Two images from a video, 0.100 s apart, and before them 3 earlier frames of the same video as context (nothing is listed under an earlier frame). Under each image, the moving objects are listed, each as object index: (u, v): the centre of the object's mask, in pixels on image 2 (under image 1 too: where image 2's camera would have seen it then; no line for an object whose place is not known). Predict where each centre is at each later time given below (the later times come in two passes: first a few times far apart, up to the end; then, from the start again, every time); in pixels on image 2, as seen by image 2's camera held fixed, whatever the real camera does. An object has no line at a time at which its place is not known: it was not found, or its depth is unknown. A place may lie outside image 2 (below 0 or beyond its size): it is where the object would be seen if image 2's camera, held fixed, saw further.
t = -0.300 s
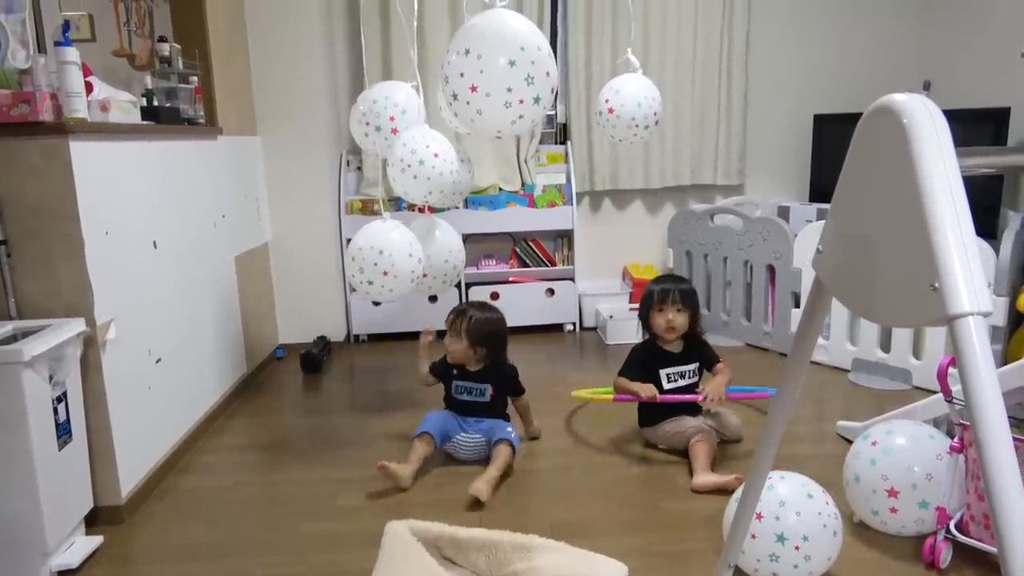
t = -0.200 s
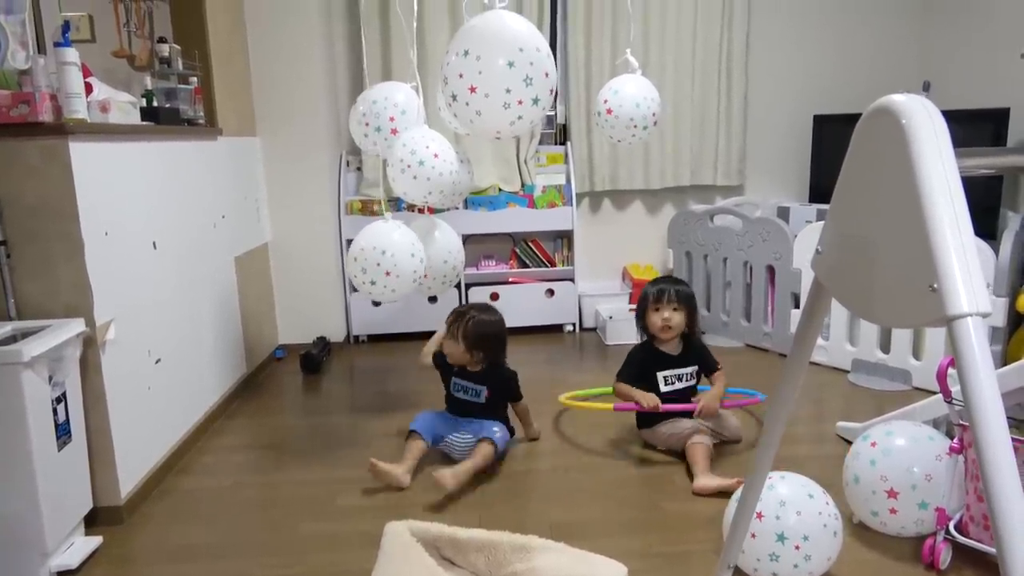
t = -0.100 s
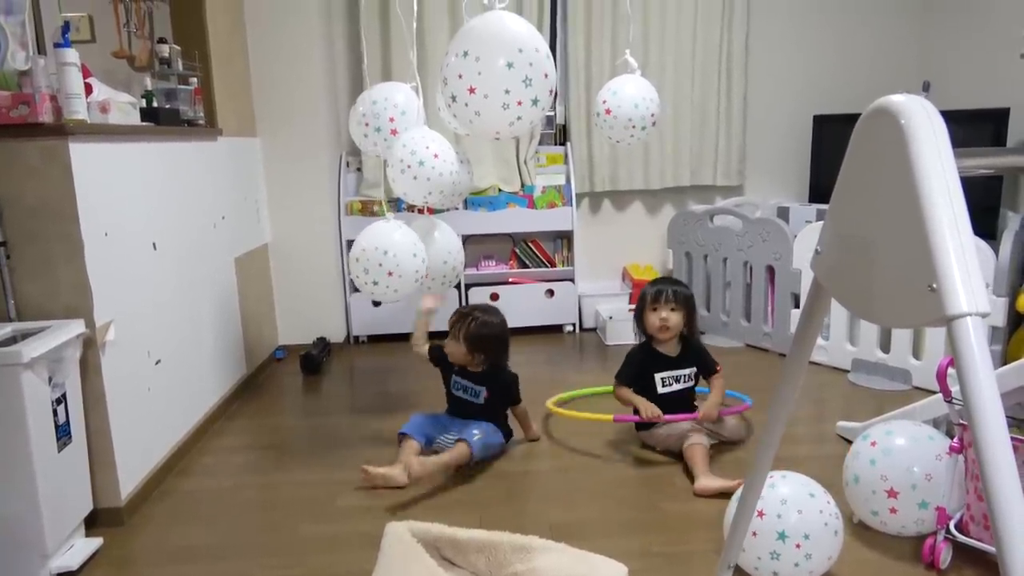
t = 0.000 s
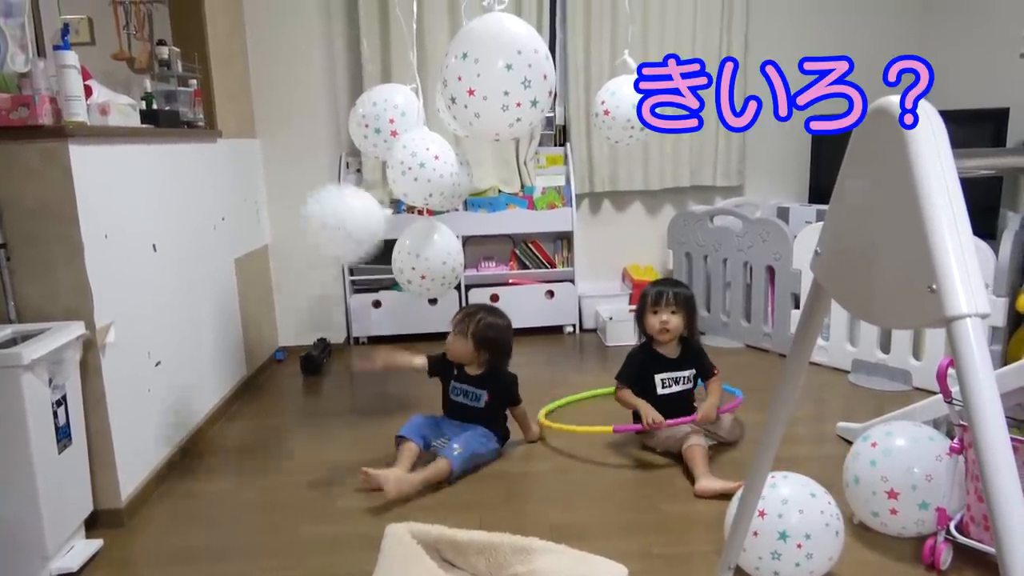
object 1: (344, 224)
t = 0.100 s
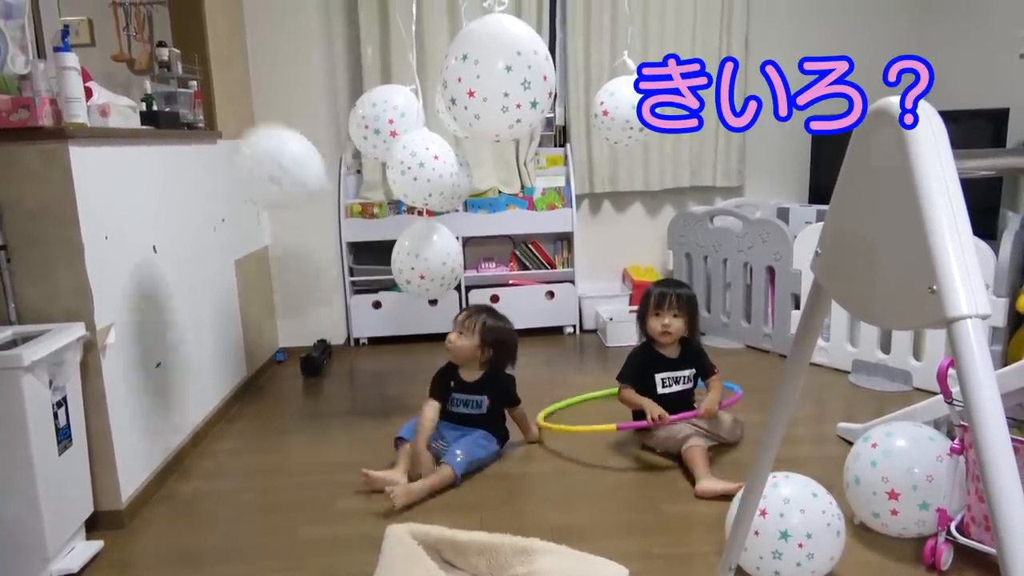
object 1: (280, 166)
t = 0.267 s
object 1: (181, 86)
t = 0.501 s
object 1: (130, 36)
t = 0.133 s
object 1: (258, 150)
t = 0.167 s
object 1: (237, 133)
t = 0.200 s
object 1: (217, 115)
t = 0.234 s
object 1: (198, 100)
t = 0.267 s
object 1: (181, 86)
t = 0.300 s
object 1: (165, 74)
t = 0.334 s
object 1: (149, 63)
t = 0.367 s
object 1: (136, 52)
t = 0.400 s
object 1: (126, 46)
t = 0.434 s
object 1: (126, 41)
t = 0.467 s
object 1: (130, 37)
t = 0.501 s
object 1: (130, 36)
